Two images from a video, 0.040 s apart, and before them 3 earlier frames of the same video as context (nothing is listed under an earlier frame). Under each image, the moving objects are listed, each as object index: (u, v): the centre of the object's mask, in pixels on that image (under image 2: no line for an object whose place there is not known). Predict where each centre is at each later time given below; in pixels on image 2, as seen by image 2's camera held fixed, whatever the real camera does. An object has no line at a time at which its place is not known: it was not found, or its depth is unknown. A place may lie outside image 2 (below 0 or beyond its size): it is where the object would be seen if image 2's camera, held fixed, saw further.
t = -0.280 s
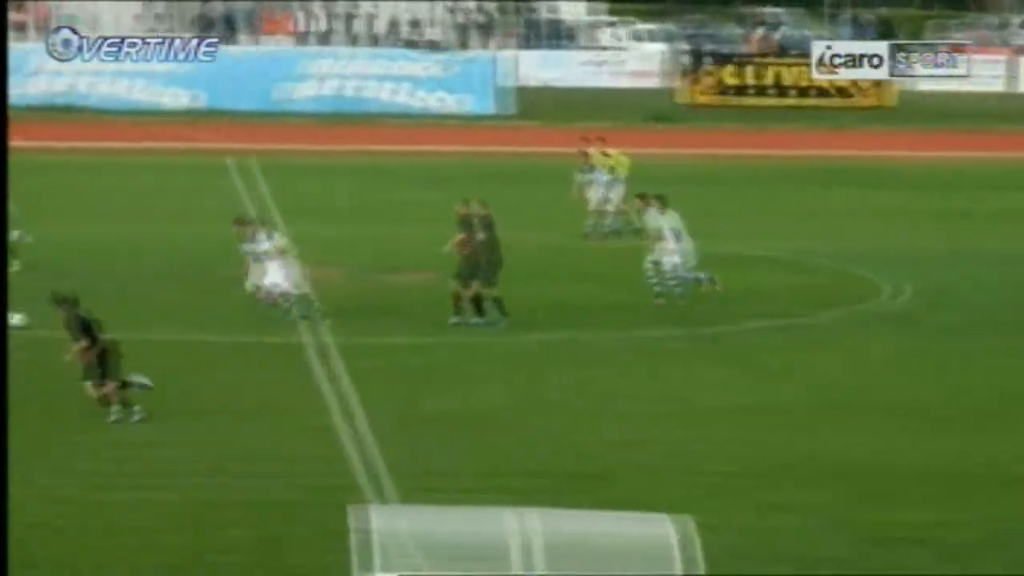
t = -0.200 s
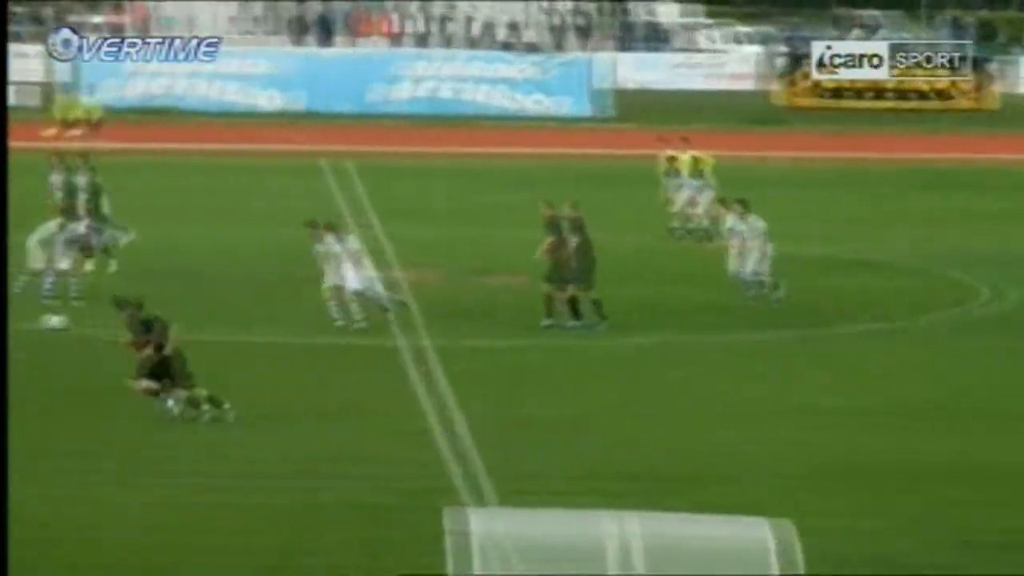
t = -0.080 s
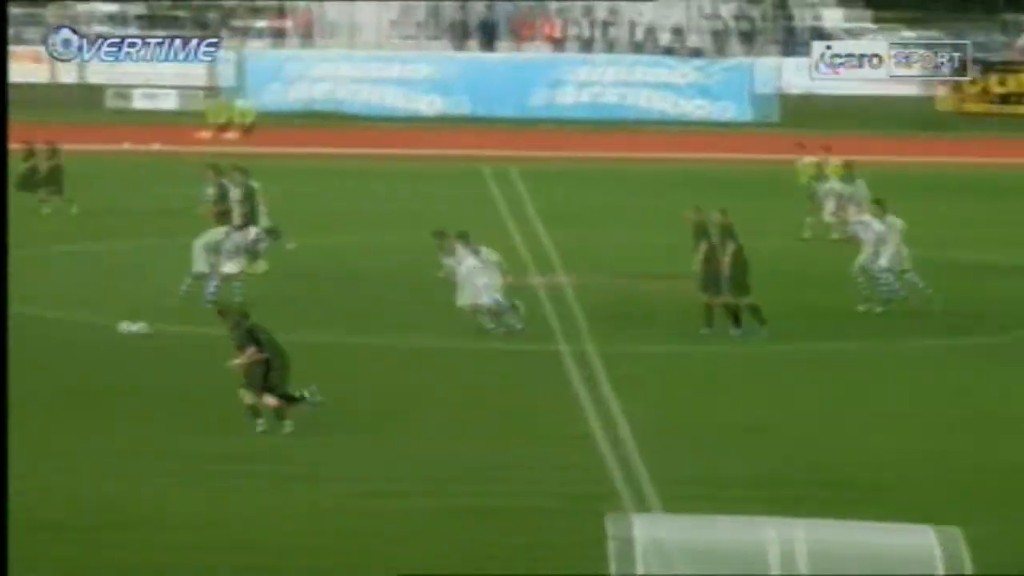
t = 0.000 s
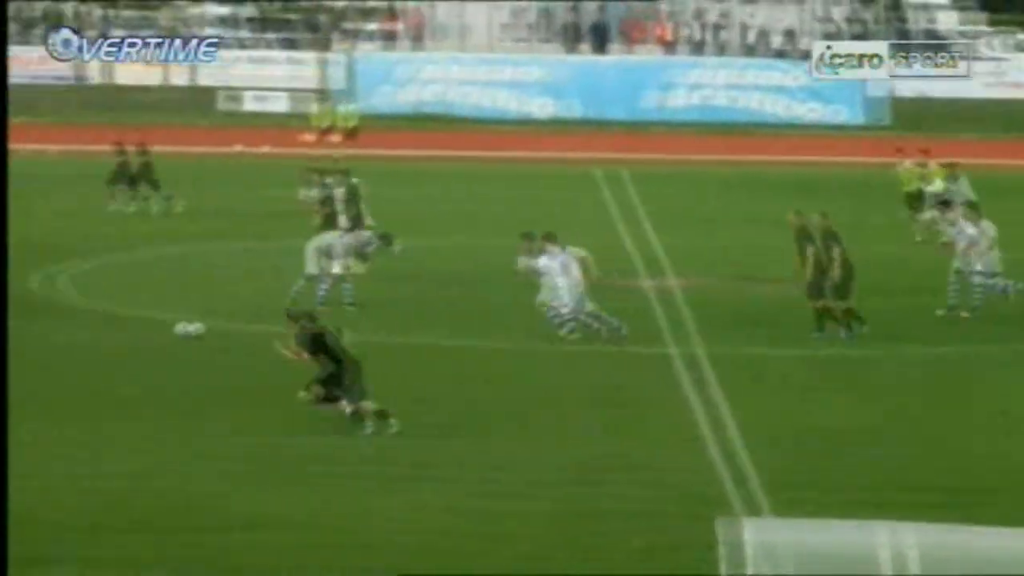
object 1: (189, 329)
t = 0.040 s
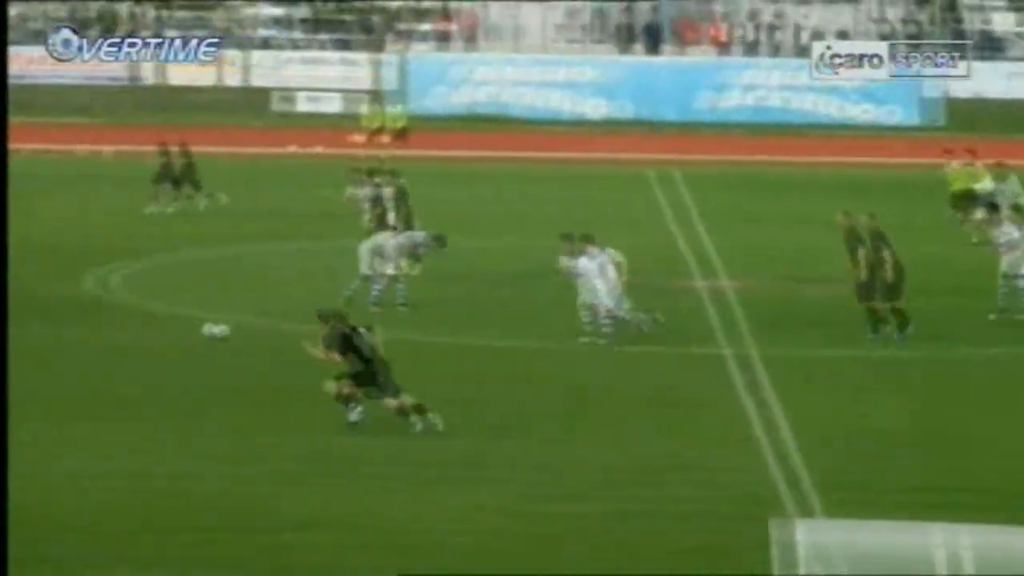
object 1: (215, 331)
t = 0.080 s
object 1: (190, 331)
